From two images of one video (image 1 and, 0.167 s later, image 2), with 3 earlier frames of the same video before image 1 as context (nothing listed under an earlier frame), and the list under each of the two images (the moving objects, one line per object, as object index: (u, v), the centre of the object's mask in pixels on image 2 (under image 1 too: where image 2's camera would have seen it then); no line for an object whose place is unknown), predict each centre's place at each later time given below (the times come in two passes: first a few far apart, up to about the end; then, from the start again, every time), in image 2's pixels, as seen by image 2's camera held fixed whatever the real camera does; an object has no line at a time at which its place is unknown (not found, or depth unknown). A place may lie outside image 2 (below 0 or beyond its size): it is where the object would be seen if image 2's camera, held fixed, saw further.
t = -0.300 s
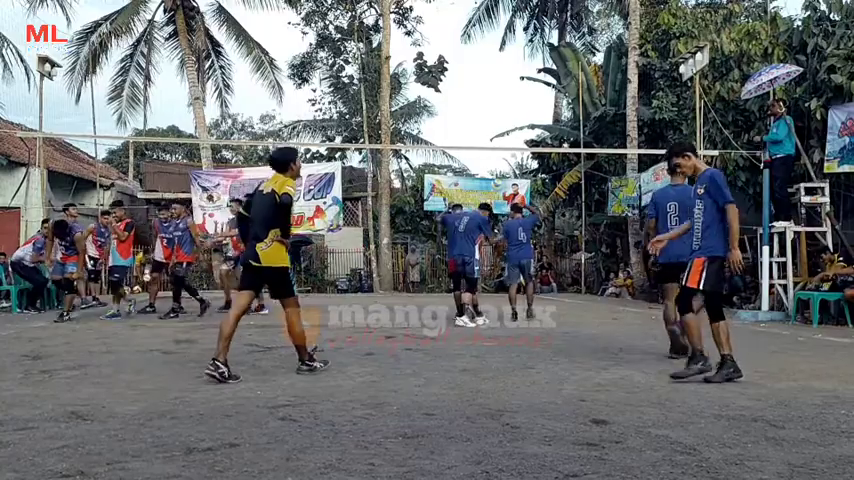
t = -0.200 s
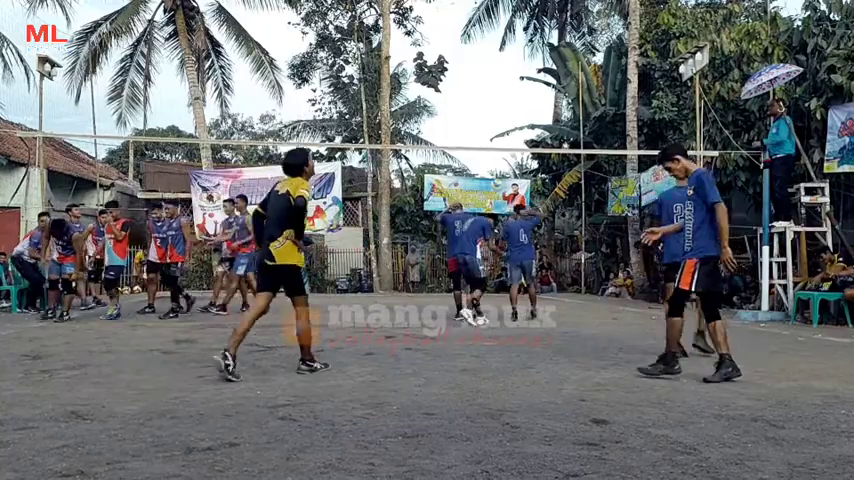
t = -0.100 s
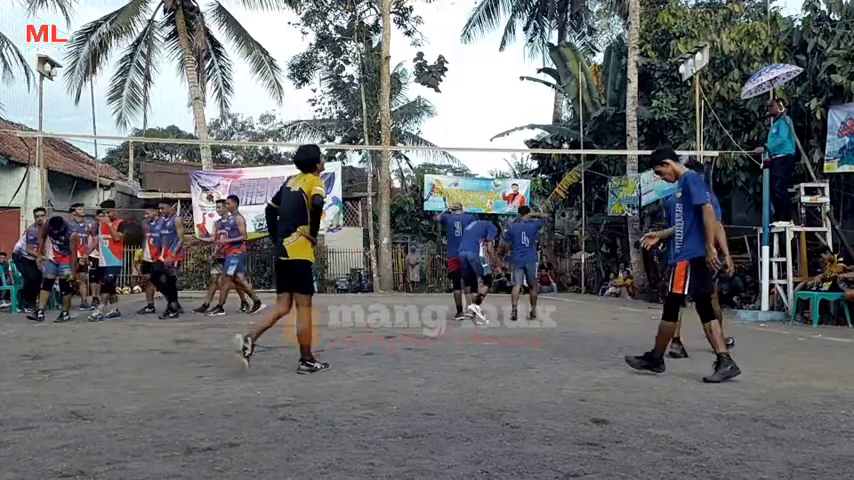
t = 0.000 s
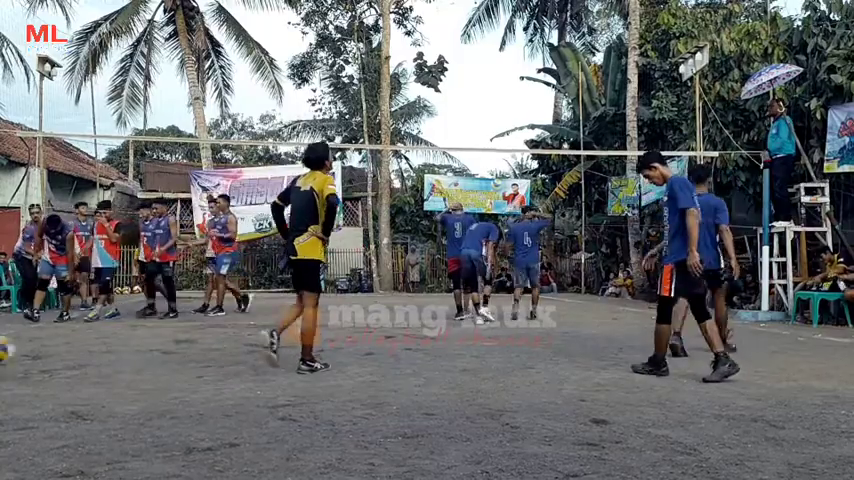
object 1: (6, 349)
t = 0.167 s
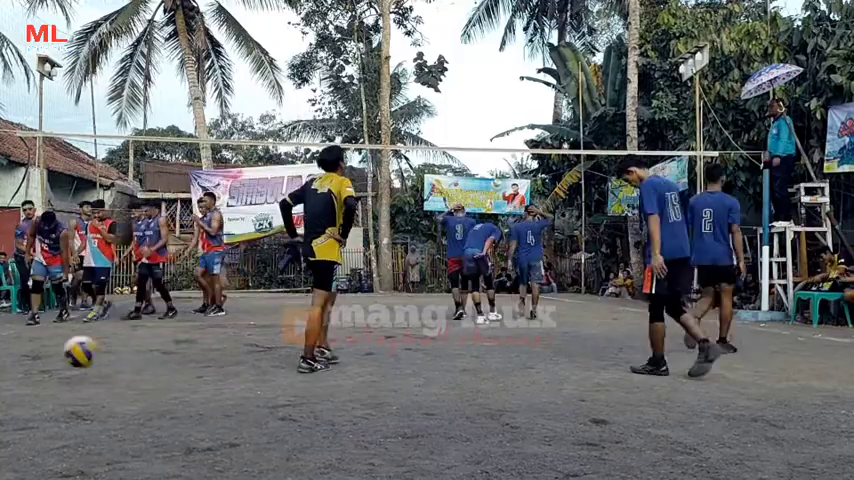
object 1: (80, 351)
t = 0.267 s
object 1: (135, 371)
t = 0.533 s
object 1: (283, 373)
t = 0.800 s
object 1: (435, 380)
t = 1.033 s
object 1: (566, 368)
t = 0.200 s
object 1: (100, 357)
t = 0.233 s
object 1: (116, 364)
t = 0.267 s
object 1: (135, 371)
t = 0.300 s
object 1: (153, 365)
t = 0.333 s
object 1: (169, 362)
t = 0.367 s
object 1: (189, 359)
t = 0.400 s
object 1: (208, 359)
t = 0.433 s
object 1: (227, 360)
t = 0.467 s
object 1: (245, 365)
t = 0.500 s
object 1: (262, 369)
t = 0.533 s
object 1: (283, 373)
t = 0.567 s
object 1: (301, 368)
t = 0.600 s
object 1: (320, 364)
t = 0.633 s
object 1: (339, 362)
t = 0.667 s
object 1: (356, 362)
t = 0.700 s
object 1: (376, 364)
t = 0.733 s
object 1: (394, 368)
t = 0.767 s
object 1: (415, 374)
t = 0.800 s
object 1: (435, 380)
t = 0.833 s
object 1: (451, 372)
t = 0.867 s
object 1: (471, 367)
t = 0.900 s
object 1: (491, 364)
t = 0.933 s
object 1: (508, 362)
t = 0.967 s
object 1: (529, 362)
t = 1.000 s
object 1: (546, 364)
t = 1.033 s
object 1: (566, 368)
